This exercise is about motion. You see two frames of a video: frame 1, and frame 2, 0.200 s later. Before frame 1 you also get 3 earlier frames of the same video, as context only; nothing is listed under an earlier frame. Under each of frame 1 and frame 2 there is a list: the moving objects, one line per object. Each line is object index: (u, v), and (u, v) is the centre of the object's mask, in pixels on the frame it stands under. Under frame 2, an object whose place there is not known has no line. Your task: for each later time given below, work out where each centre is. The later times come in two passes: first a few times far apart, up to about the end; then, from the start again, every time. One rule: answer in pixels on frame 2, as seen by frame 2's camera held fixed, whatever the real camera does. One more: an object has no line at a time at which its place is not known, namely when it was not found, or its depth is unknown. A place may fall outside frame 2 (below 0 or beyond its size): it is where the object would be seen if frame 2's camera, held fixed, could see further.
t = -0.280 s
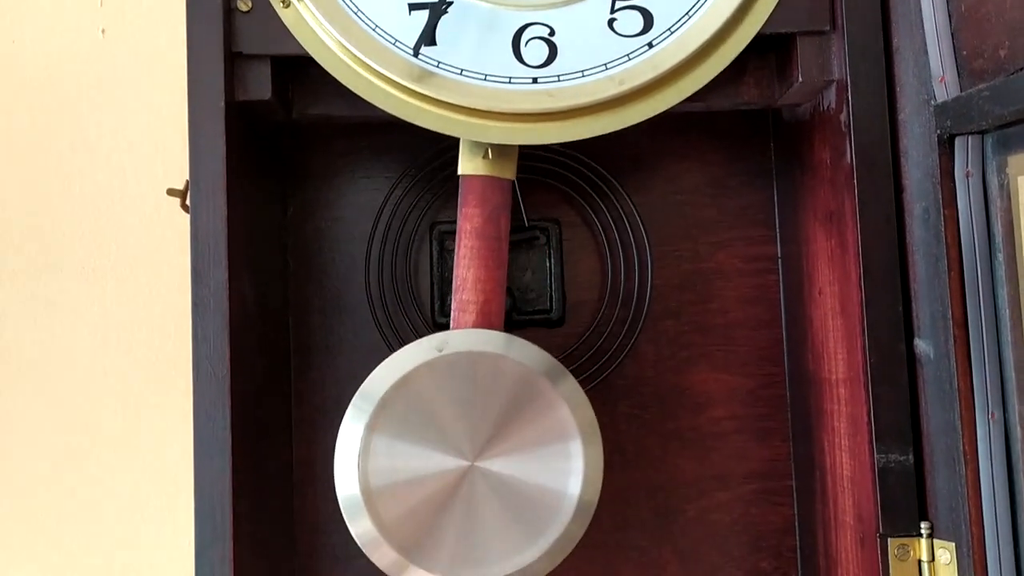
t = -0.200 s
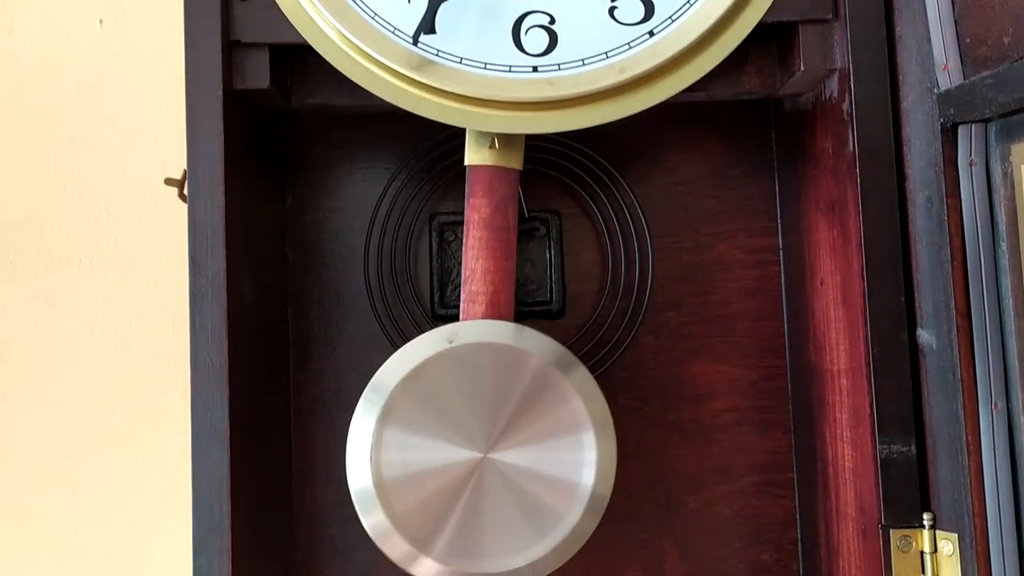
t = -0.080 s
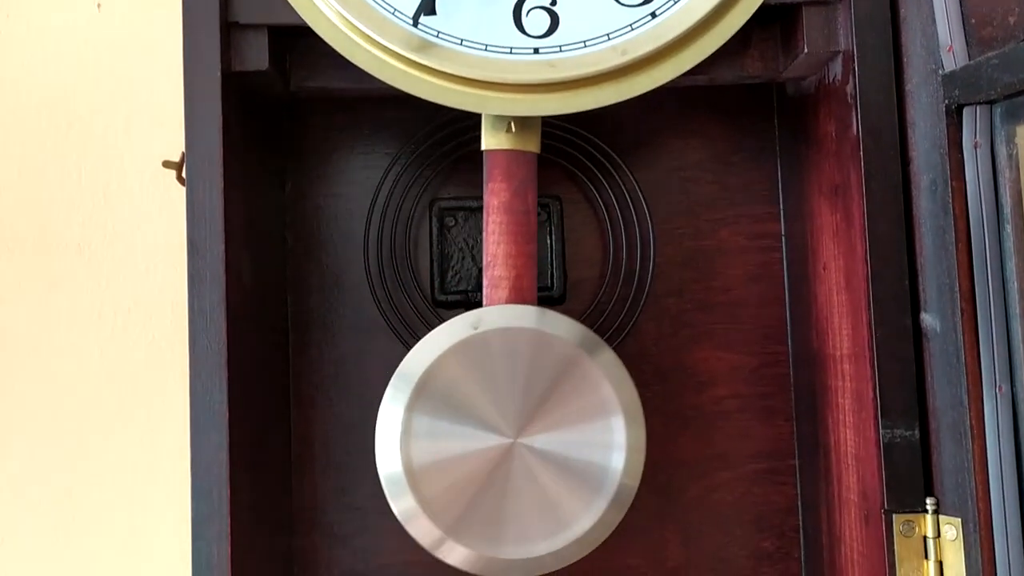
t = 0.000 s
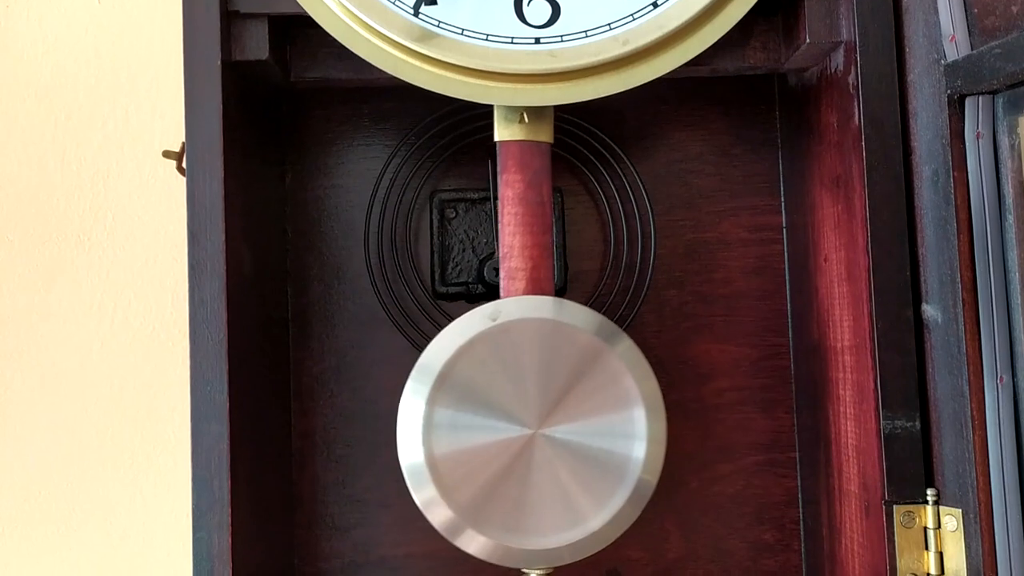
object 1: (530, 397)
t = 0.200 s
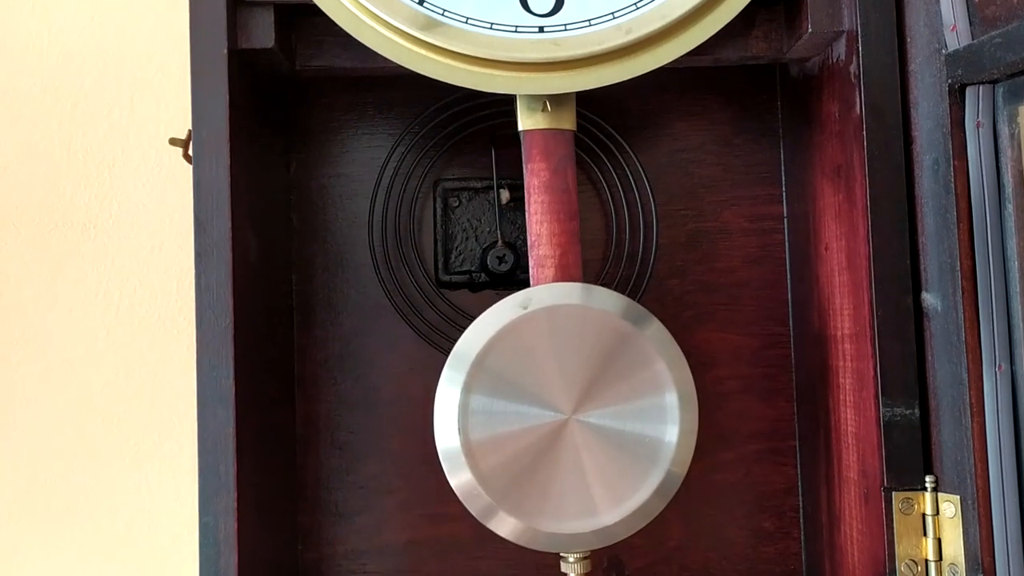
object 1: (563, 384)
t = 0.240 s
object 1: (564, 384)
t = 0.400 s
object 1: (547, 385)
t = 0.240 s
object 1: (564, 384)
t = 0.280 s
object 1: (562, 384)
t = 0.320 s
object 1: (559, 384)
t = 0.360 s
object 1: (554, 384)
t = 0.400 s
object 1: (547, 385)
